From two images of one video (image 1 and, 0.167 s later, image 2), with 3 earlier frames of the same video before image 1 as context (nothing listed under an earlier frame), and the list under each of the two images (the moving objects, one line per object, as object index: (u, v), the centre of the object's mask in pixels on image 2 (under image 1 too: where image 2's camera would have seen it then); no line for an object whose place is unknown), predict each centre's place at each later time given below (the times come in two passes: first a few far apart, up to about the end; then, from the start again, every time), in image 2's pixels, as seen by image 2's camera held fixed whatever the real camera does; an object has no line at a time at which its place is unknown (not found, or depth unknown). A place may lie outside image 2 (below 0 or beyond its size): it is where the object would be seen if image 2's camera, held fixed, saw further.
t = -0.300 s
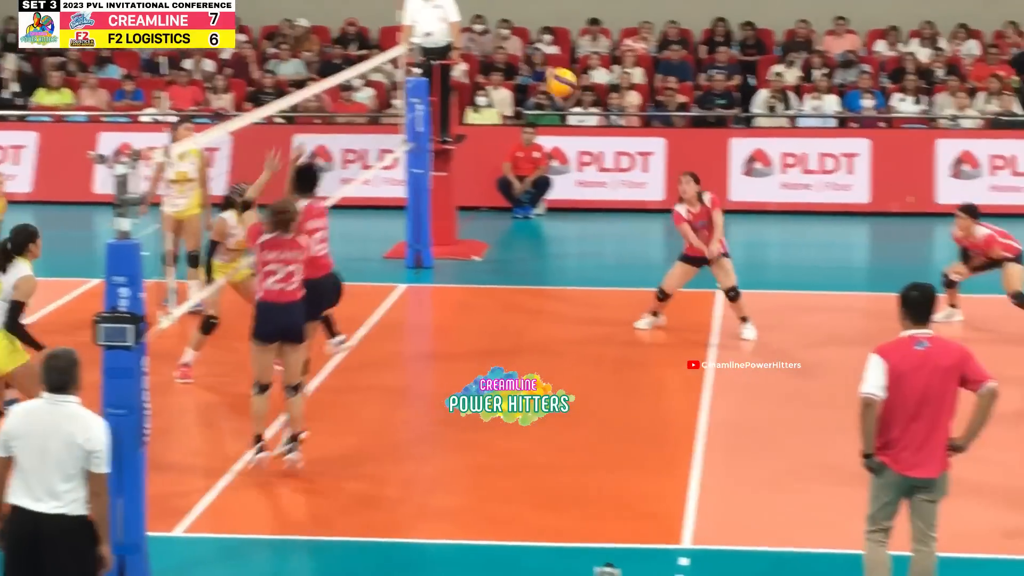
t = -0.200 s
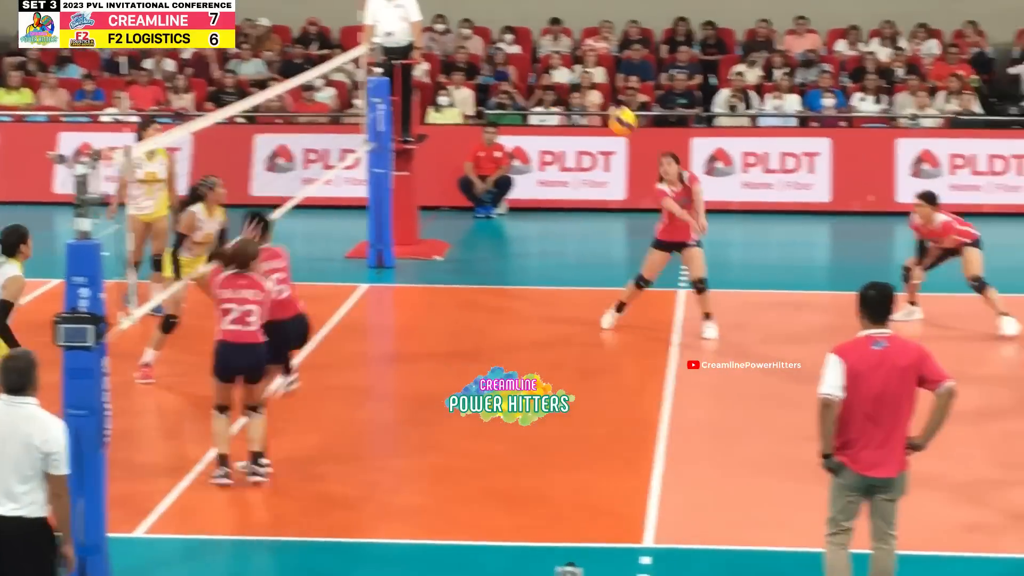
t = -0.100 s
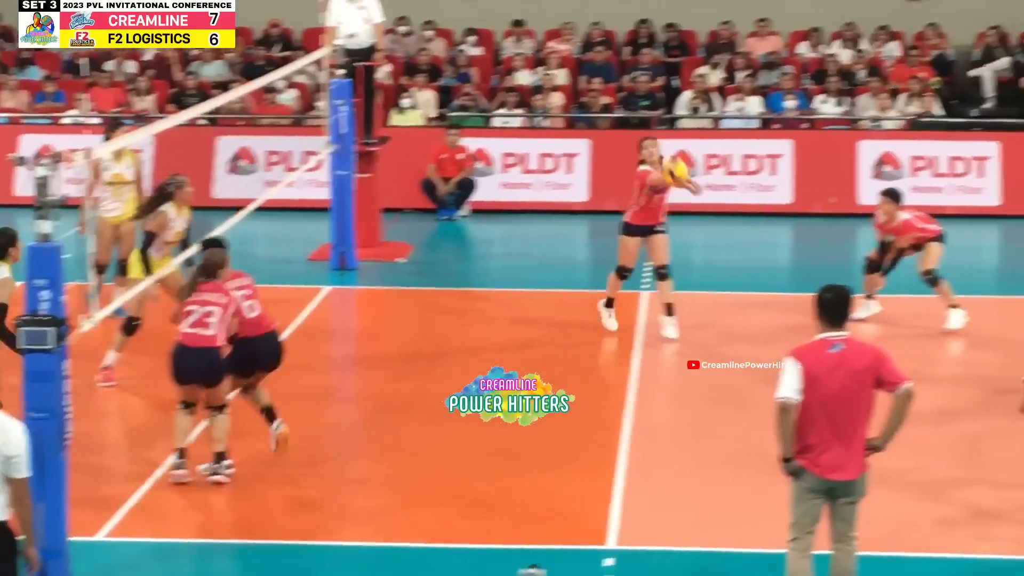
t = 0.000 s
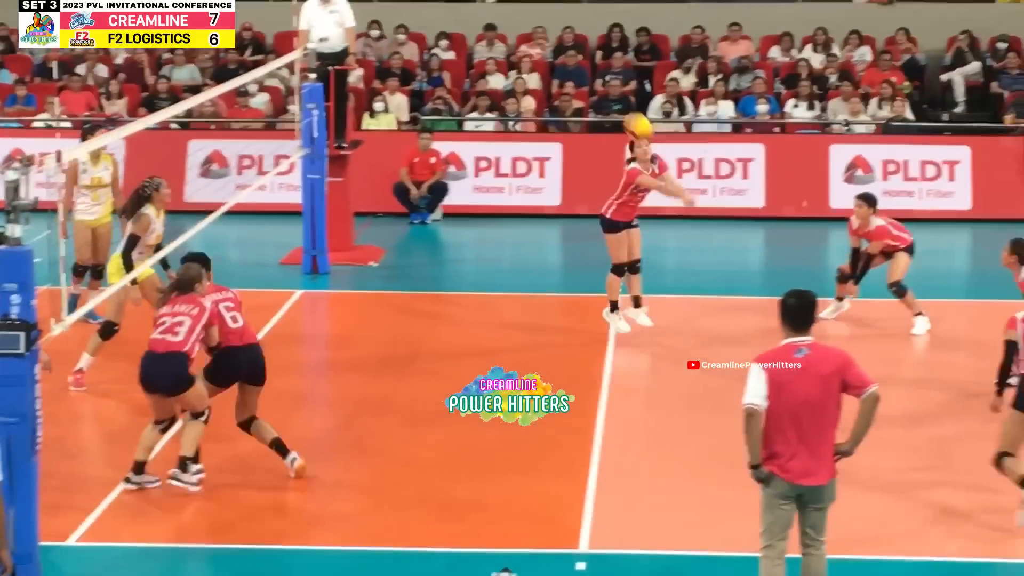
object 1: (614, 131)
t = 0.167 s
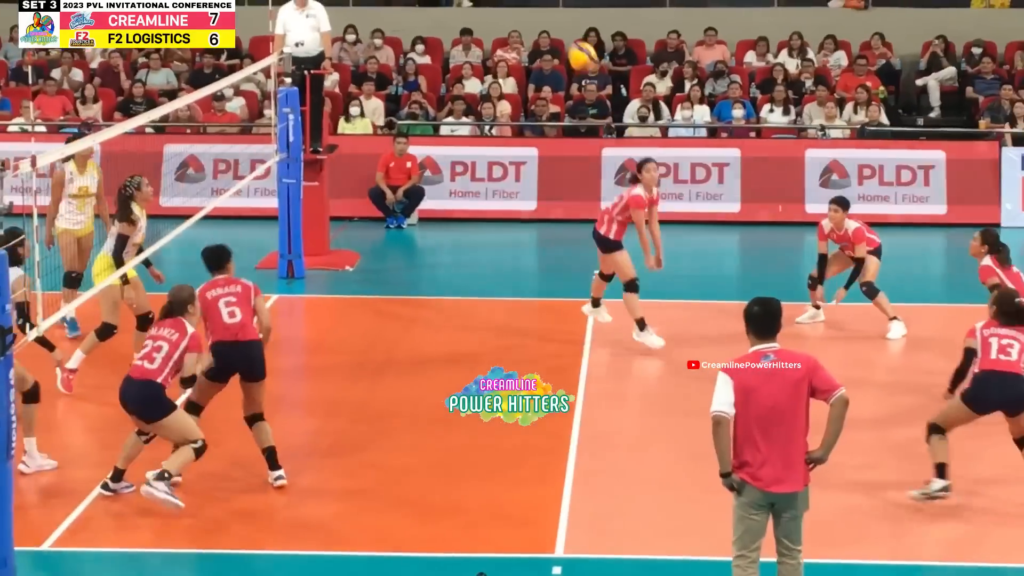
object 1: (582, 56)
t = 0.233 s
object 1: (568, 36)
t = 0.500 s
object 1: (511, 11)
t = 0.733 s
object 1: (458, 68)
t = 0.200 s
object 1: (575, 46)
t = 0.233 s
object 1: (568, 36)
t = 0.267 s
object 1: (561, 28)
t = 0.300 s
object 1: (554, 21)
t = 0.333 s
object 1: (547, 15)
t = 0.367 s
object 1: (540, 12)
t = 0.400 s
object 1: (533, 10)
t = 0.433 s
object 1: (526, 10)
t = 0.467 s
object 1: (519, 10)
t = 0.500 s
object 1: (511, 11)
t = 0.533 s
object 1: (503, 14)
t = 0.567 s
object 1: (496, 19)
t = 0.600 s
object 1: (490, 25)
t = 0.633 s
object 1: (482, 33)
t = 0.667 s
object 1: (475, 44)
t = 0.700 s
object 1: (467, 55)
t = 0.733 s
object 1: (458, 68)
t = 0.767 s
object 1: (451, 84)
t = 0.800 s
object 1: (443, 100)
